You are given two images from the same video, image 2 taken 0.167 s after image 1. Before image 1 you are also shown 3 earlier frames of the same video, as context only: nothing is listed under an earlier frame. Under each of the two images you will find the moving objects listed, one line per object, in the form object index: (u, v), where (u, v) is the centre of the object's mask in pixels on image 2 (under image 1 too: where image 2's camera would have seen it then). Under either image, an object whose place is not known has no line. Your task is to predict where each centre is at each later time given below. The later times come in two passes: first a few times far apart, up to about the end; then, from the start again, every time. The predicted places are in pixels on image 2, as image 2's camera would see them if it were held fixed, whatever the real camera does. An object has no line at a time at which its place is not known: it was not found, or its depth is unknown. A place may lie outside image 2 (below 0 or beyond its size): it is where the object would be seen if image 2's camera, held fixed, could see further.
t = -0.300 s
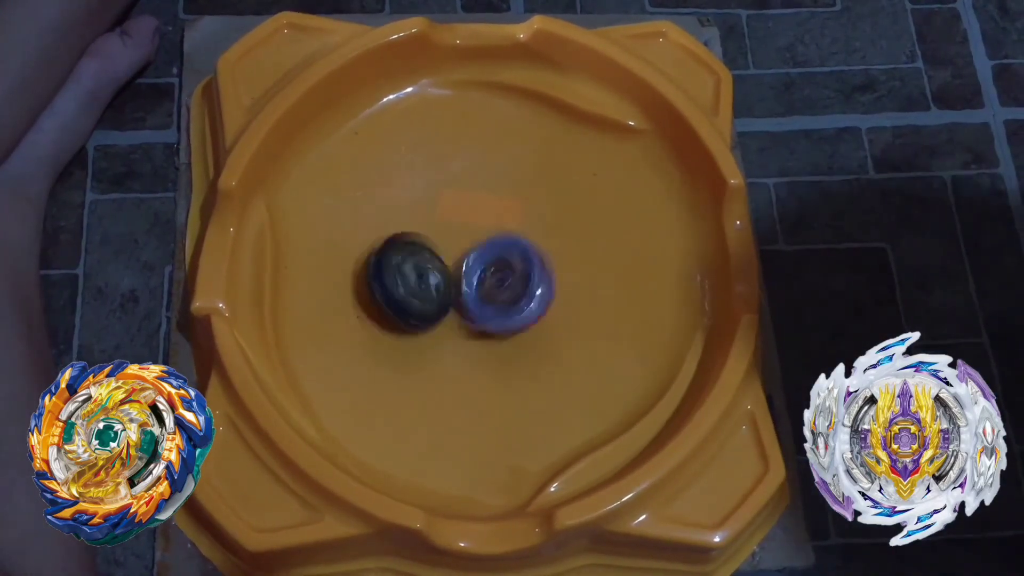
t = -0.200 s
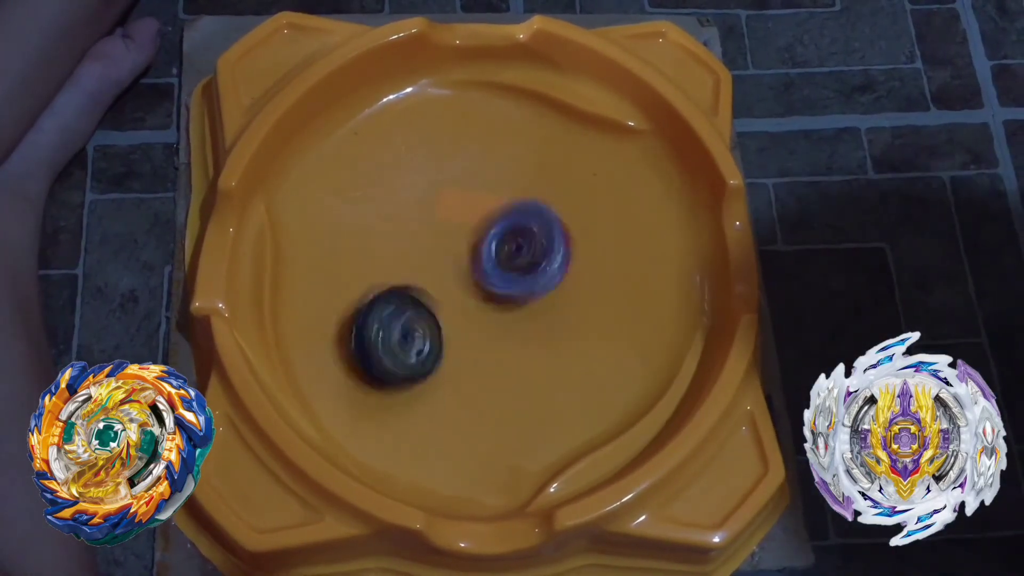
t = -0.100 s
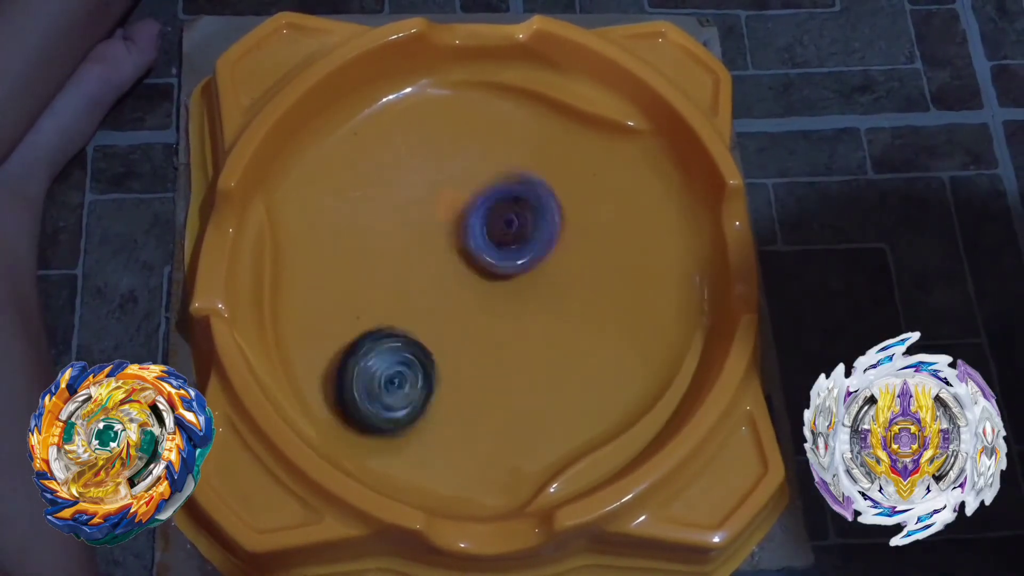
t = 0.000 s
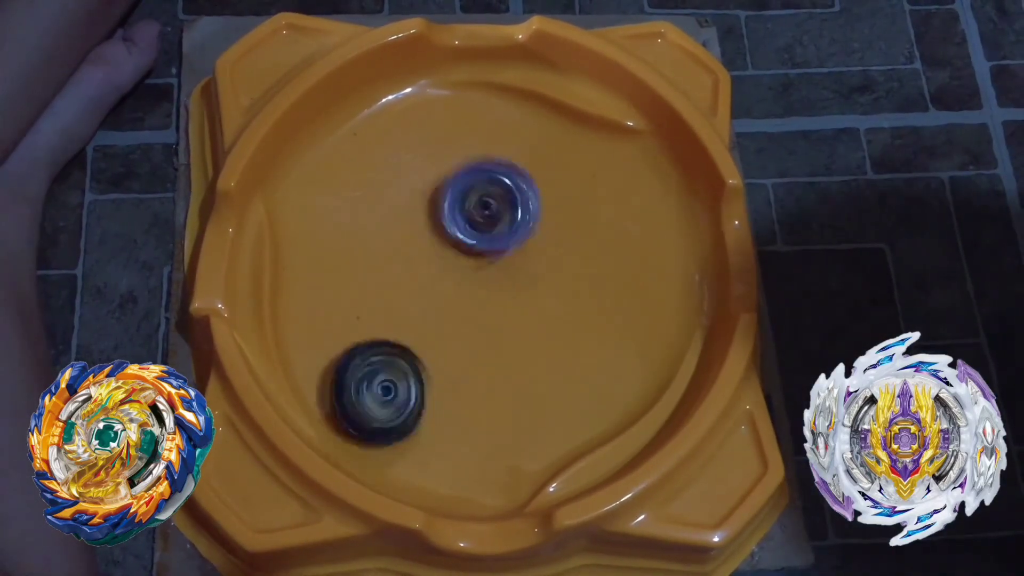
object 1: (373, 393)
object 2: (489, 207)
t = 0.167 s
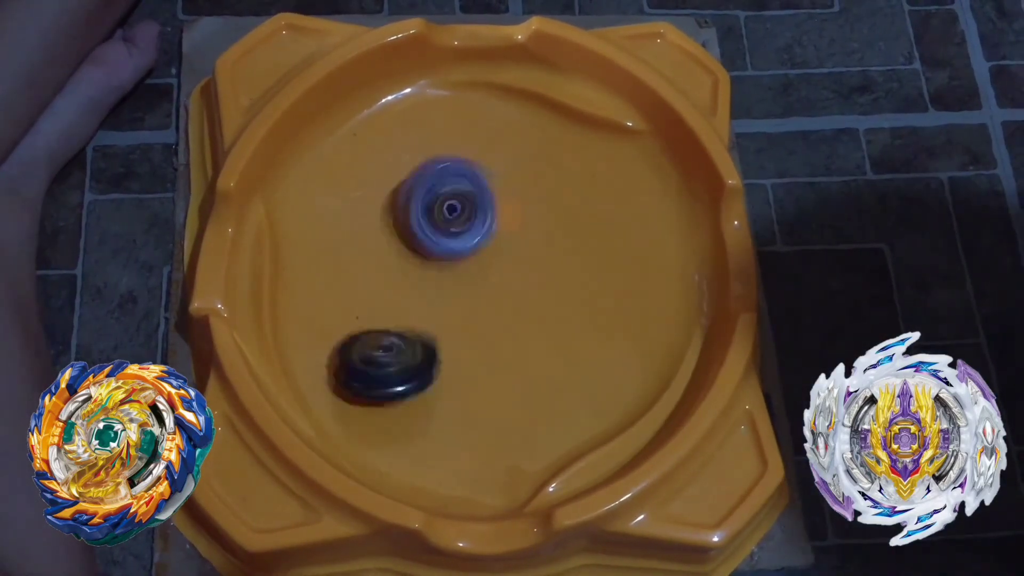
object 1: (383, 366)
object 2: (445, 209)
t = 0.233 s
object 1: (397, 349)
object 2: (434, 220)
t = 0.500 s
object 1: (568, 332)
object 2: (396, 257)
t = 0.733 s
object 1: (576, 326)
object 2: (446, 300)
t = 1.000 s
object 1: (558, 305)
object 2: (473, 330)
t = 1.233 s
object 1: (557, 305)
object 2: (466, 314)
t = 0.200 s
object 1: (389, 358)
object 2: (442, 213)
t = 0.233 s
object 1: (397, 349)
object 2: (434, 220)
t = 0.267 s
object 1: (406, 340)
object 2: (431, 228)
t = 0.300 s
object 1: (417, 330)
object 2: (424, 237)
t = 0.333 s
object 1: (444, 328)
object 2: (417, 242)
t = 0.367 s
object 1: (476, 330)
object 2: (404, 239)
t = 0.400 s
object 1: (504, 329)
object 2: (394, 241)
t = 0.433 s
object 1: (529, 329)
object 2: (392, 248)
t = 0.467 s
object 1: (551, 330)
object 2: (394, 253)
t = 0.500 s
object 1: (568, 332)
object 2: (396, 257)
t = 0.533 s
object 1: (579, 334)
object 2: (398, 263)
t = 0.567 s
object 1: (585, 335)
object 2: (402, 270)
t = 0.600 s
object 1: (585, 336)
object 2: (411, 277)
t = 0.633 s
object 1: (583, 335)
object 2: (416, 280)
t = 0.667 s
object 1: (581, 333)
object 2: (423, 286)
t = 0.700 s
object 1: (579, 330)
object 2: (432, 294)
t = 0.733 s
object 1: (576, 326)
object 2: (446, 300)
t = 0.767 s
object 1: (571, 322)
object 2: (454, 301)
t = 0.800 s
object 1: (565, 319)
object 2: (460, 304)
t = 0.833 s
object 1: (563, 316)
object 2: (465, 308)
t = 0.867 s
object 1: (562, 311)
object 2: (467, 314)
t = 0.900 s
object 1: (561, 309)
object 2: (470, 318)
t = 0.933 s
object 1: (560, 307)
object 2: (473, 323)
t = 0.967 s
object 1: (559, 306)
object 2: (473, 328)
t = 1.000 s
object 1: (558, 305)
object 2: (473, 330)
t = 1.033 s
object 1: (558, 305)
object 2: (473, 331)
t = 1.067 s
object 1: (558, 305)
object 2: (473, 331)
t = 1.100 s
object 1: (558, 305)
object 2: (472, 330)
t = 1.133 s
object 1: (558, 305)
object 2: (472, 326)
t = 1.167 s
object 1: (558, 305)
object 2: (471, 322)
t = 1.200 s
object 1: (558, 305)
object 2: (469, 318)
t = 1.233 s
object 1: (557, 305)
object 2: (466, 314)
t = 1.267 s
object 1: (557, 305)
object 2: (463, 311)
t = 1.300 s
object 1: (555, 305)
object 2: (457, 312)
